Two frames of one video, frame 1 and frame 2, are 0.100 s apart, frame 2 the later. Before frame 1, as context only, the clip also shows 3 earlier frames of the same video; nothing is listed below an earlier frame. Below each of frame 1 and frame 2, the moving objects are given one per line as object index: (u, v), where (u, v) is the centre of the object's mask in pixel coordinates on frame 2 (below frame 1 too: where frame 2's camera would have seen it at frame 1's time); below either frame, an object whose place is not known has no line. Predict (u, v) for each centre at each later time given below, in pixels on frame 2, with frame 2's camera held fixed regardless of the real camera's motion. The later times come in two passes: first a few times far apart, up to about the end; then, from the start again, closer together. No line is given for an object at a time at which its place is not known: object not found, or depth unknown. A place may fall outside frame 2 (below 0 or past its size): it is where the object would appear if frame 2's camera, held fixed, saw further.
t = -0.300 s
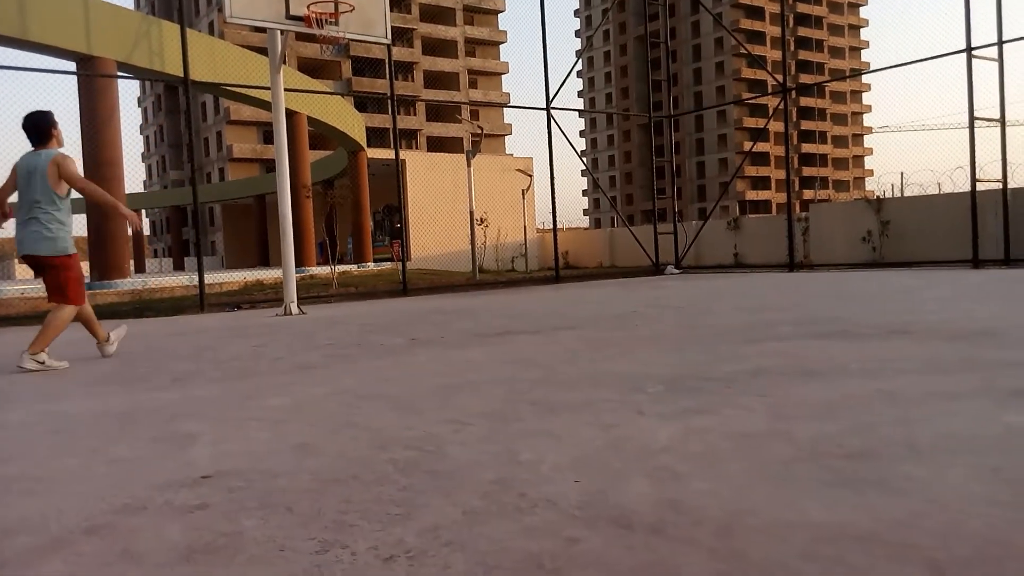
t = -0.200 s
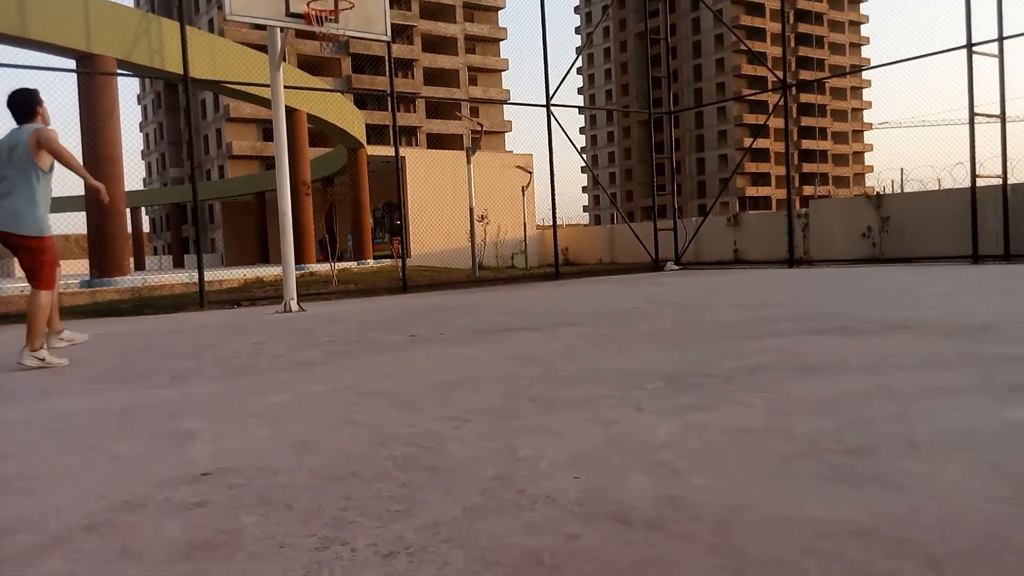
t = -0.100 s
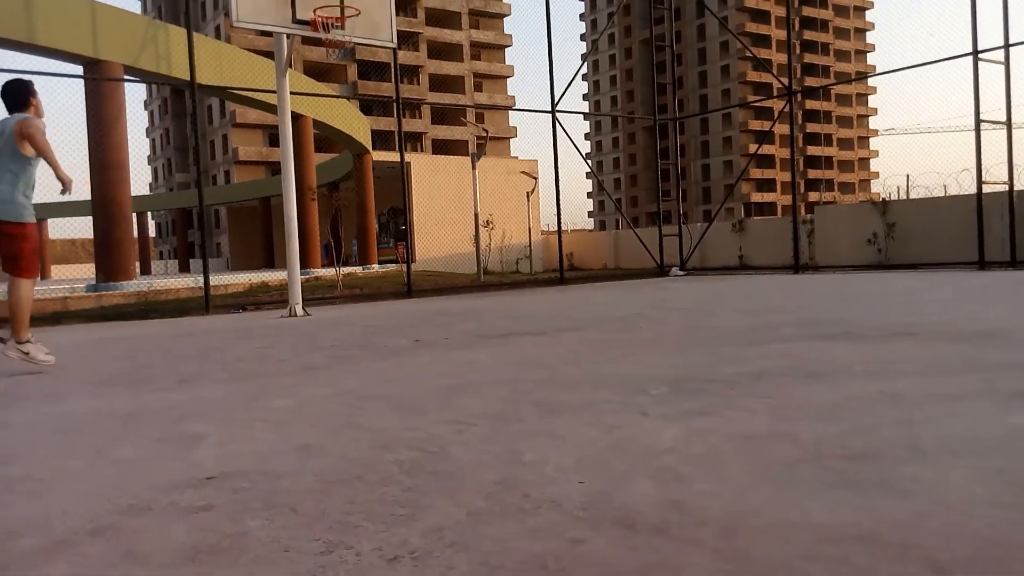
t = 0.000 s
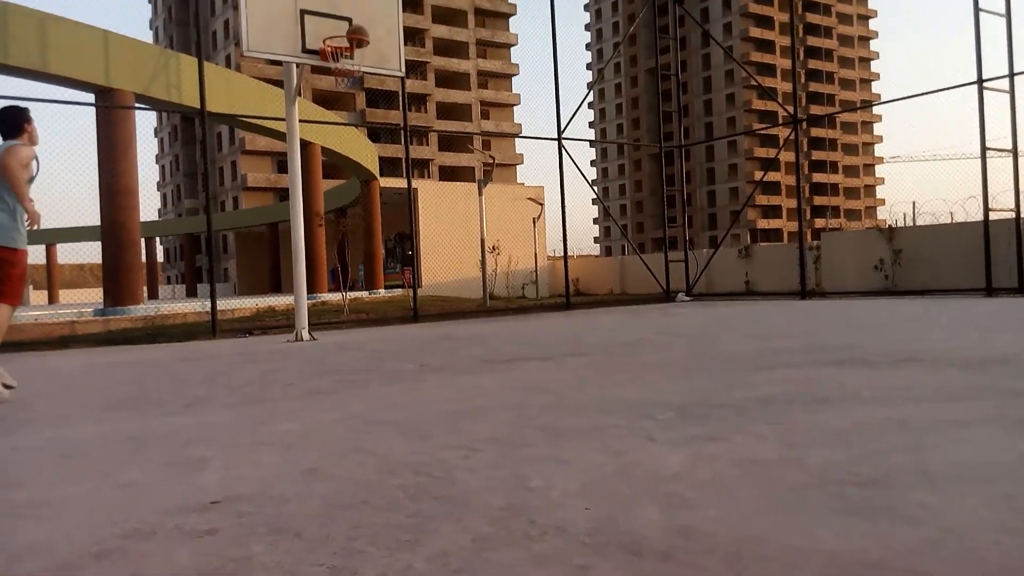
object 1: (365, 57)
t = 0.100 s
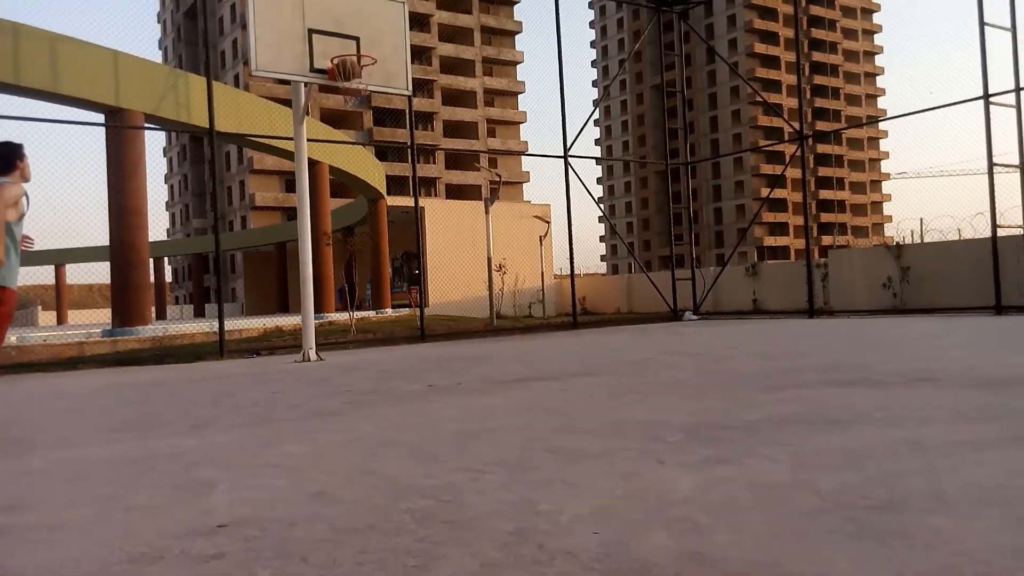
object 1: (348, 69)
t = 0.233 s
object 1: (354, 90)
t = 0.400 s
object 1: (363, 136)
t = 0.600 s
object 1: (379, 227)
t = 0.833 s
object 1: (393, 332)
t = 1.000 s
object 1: (399, 243)
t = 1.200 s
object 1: (405, 174)
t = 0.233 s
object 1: (354, 90)
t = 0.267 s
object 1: (356, 98)
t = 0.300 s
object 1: (357, 105)
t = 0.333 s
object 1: (360, 115)
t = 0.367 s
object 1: (361, 126)
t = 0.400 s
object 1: (363, 136)
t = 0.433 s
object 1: (366, 149)
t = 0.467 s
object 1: (368, 162)
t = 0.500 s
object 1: (371, 177)
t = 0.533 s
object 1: (373, 193)
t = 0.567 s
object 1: (376, 210)
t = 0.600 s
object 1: (379, 227)
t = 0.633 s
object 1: (381, 246)
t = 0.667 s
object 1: (383, 268)
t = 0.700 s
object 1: (384, 291)
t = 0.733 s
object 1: (387, 313)
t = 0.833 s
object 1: (393, 332)
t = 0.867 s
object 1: (394, 313)
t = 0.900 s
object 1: (396, 293)
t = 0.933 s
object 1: (397, 275)
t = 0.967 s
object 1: (398, 259)
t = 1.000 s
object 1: (399, 243)
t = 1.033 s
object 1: (399, 228)
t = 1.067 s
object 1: (400, 215)
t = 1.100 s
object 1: (401, 204)
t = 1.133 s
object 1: (403, 192)
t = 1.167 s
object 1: (403, 183)
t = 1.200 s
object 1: (405, 174)
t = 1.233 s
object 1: (407, 168)
